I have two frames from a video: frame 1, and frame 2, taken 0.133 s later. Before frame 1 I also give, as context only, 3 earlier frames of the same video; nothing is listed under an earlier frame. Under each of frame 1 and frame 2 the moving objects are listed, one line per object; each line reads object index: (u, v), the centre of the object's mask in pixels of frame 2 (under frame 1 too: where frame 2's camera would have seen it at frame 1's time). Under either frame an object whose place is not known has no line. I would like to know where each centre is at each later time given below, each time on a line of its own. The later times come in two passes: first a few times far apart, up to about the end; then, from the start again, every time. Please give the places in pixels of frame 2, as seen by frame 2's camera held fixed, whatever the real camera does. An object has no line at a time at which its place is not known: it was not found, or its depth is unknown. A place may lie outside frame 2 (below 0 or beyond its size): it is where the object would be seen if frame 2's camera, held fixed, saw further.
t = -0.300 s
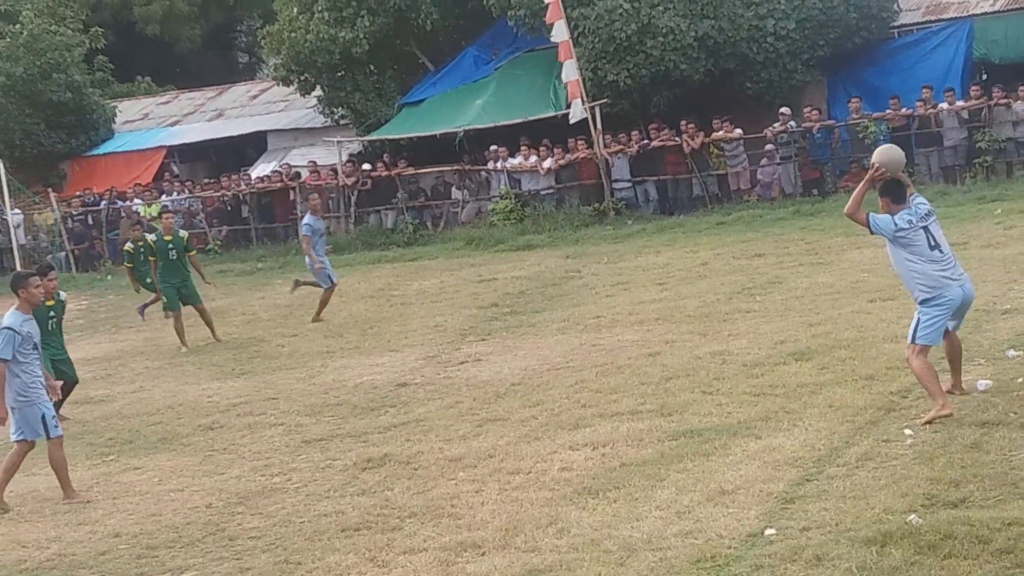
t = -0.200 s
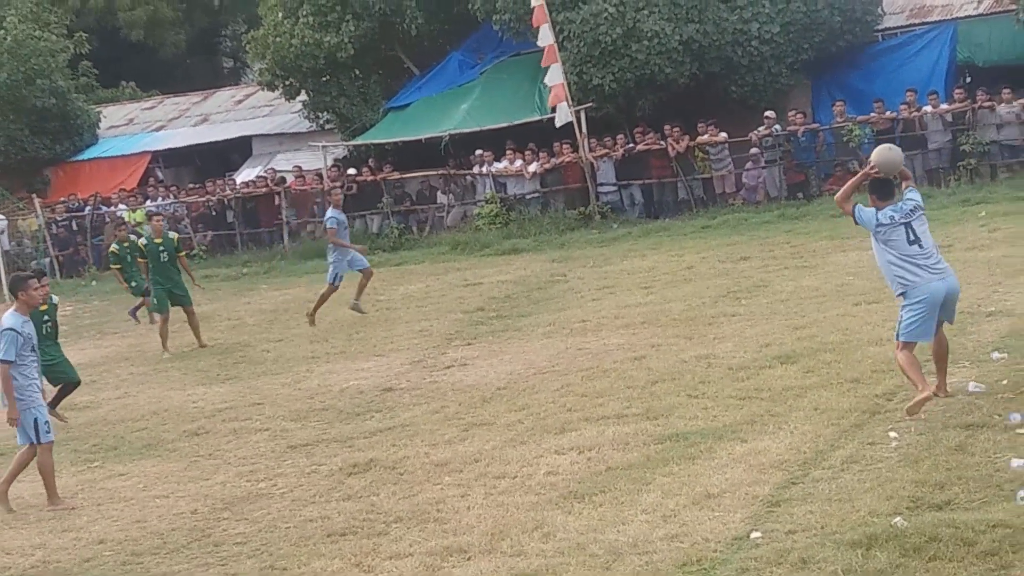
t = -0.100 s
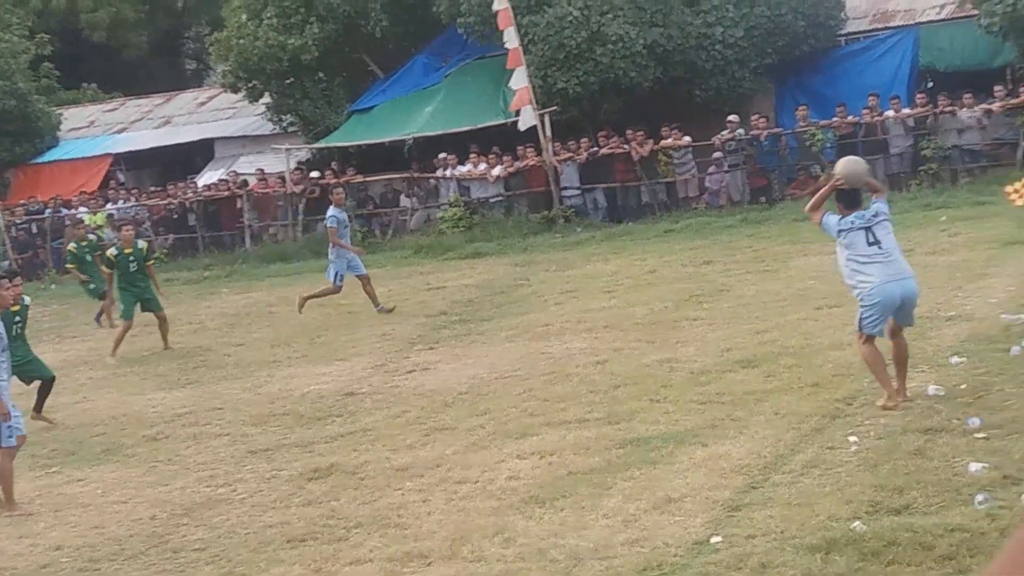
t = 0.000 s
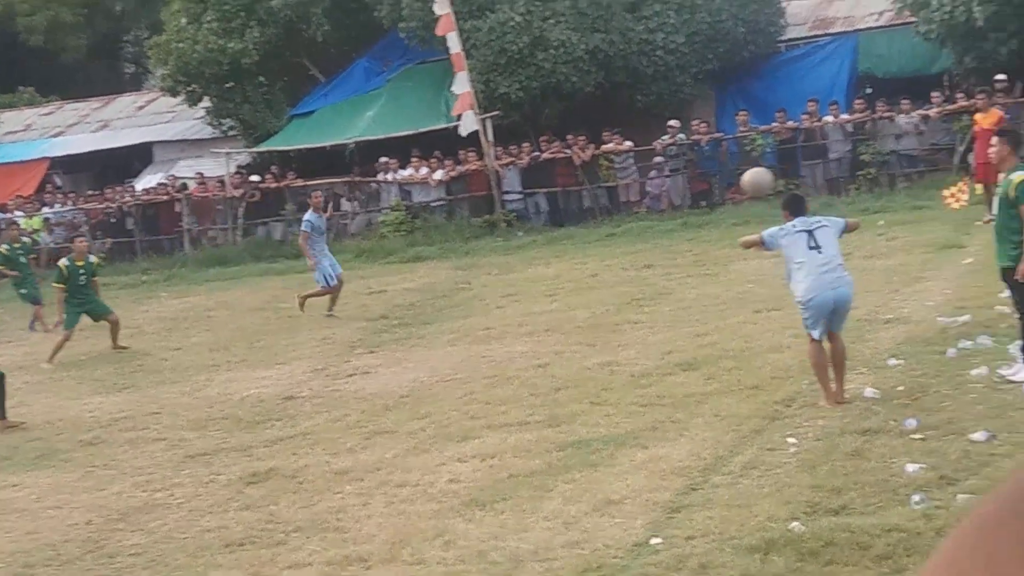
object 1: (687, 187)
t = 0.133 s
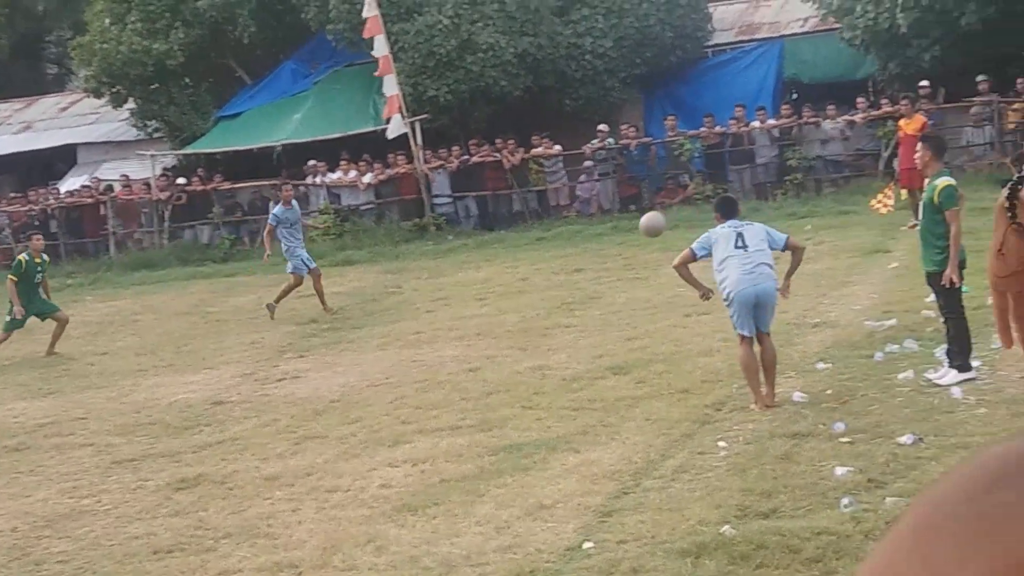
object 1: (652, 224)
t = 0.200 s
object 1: (640, 246)
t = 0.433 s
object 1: (602, 294)
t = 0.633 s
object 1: (572, 249)
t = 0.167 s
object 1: (645, 235)
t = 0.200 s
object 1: (640, 246)
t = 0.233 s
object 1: (635, 258)
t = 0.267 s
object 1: (630, 270)
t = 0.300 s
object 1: (625, 283)
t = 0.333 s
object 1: (619, 297)
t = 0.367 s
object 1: (614, 311)
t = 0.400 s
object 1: (609, 307)
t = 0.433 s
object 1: (602, 294)
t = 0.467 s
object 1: (596, 283)
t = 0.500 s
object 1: (591, 273)
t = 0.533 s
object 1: (586, 265)
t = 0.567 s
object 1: (581, 258)
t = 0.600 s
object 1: (577, 253)
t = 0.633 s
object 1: (572, 249)
